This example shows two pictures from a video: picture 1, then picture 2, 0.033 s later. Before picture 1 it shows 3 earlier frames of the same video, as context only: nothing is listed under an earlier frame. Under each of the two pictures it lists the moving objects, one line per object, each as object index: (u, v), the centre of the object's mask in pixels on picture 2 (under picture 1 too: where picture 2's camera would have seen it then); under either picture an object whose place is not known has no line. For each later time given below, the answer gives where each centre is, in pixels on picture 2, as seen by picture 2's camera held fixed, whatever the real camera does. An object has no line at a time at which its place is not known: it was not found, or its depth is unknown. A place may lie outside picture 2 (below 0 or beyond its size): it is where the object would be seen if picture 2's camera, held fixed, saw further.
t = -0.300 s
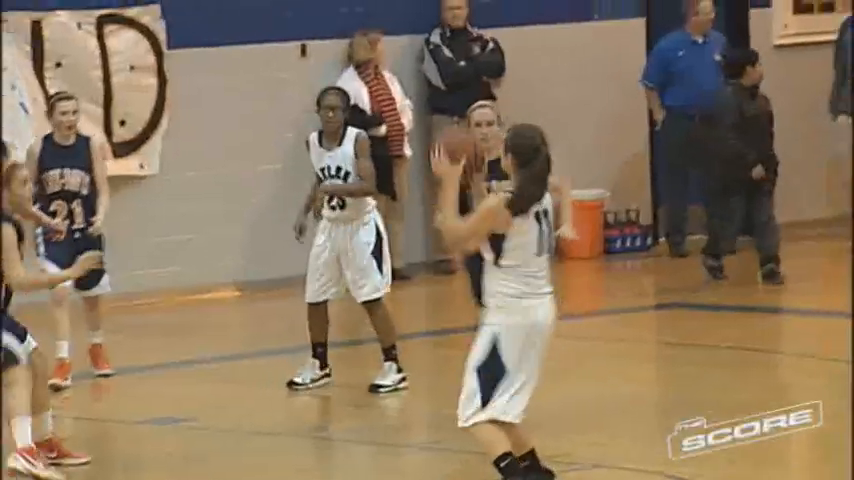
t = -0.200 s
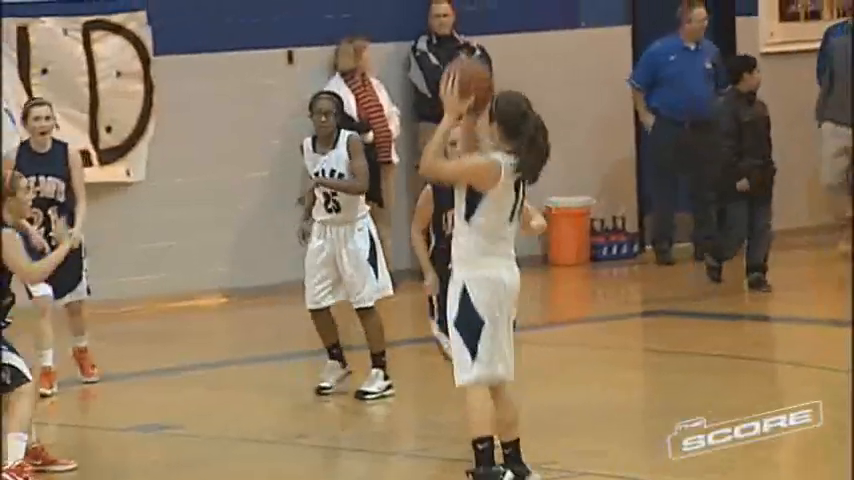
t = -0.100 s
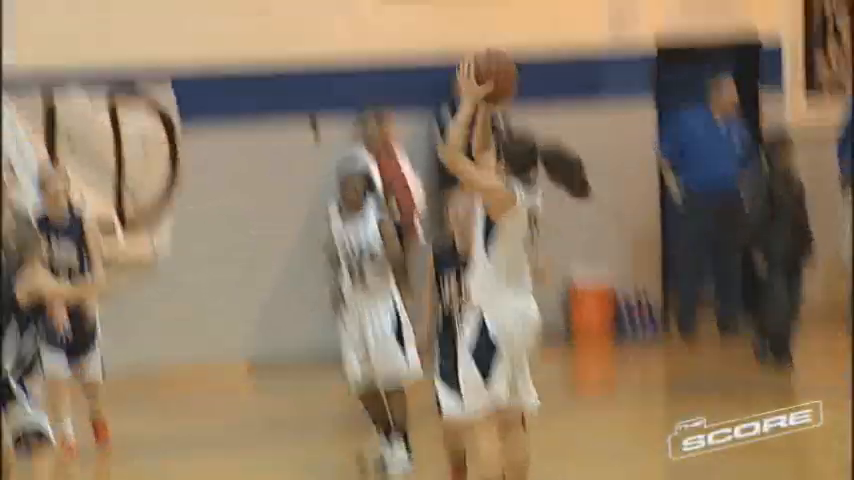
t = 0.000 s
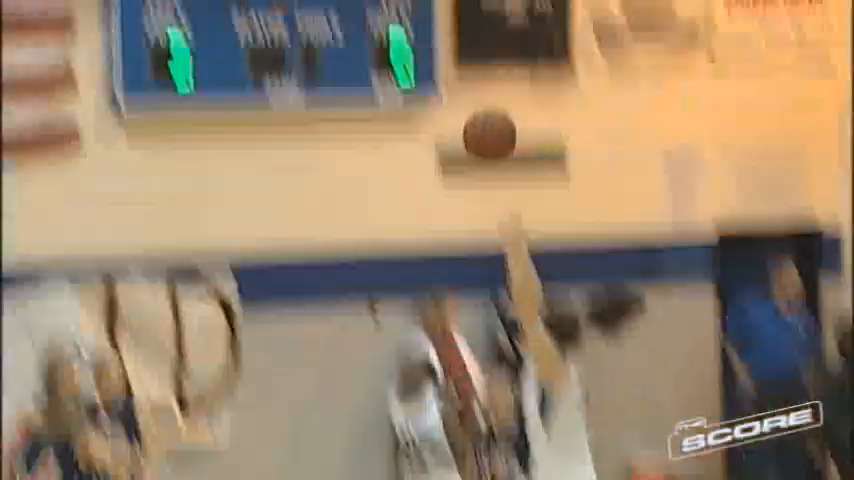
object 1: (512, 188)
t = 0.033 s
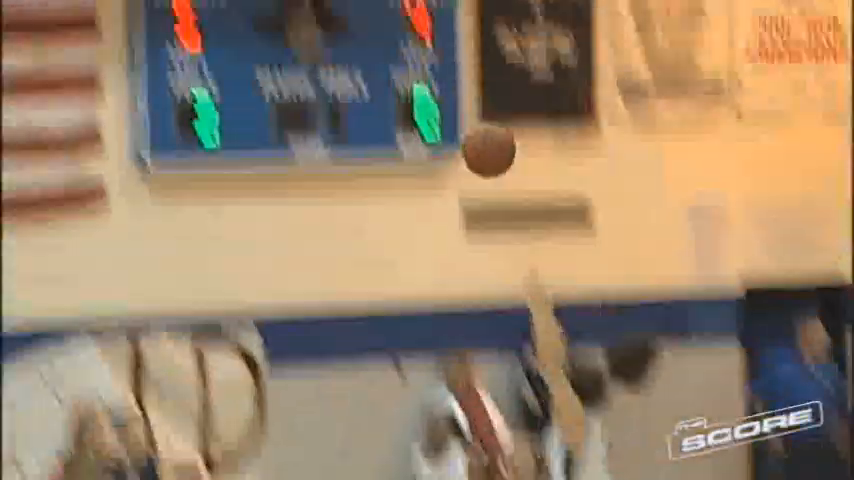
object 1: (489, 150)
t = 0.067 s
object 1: (464, 114)
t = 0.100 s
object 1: (440, 83)
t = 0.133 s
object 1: (416, 51)
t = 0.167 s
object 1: (391, 24)
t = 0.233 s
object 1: (346, -28)
